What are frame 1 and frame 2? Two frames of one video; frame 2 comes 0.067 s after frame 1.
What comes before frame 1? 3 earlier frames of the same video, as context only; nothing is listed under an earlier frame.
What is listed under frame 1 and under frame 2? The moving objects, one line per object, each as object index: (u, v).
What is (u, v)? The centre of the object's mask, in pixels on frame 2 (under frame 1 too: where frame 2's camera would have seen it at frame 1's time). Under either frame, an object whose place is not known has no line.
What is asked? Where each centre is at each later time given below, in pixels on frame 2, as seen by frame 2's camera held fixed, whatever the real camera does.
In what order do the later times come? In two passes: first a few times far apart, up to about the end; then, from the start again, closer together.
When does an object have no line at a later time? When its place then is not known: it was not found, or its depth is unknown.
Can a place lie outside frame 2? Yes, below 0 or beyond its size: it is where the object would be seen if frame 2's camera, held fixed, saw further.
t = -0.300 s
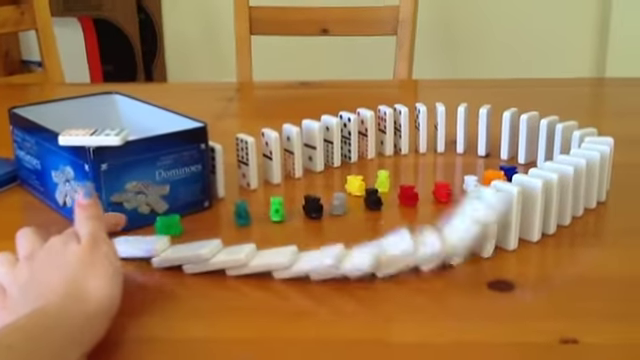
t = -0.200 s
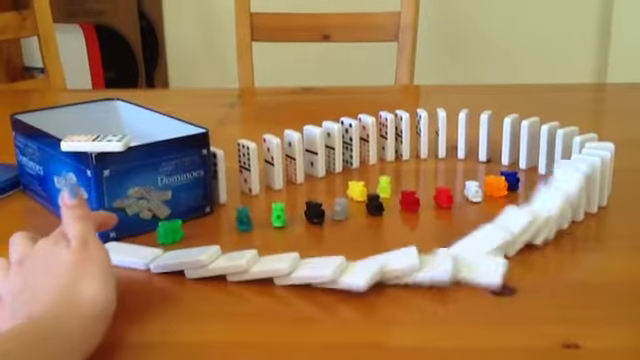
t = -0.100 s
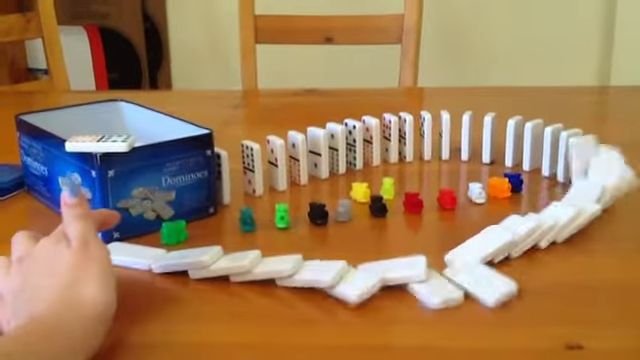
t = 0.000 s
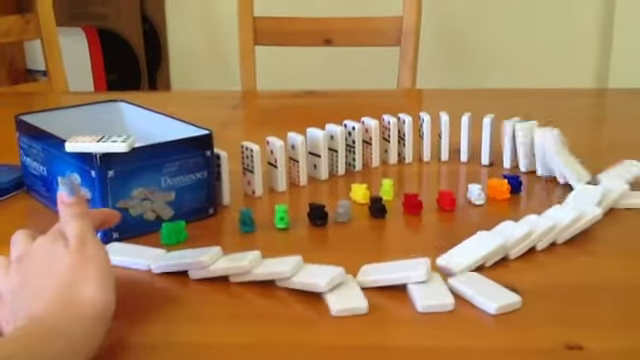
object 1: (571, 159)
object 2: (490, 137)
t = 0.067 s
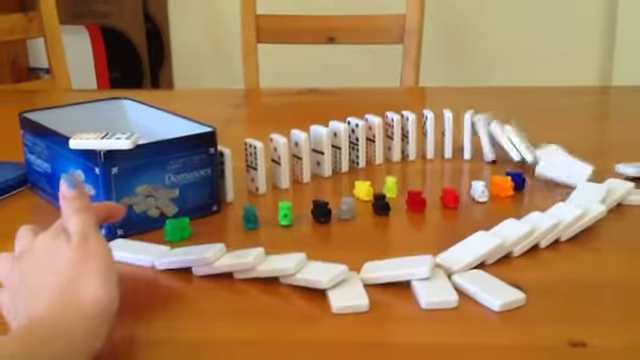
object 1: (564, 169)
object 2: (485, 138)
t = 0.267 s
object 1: (563, 172)
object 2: (475, 145)
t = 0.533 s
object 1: (564, 174)
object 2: (490, 145)
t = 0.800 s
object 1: (564, 174)
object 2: (493, 145)
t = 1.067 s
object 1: (563, 174)
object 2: (494, 145)
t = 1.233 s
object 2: (494, 145)
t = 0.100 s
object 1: (561, 173)
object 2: (478, 139)
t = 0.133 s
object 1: (563, 166)
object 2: (474, 141)
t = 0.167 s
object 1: (565, 169)
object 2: (473, 143)
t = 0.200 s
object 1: (565, 171)
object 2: (472, 144)
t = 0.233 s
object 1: (564, 171)
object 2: (475, 145)
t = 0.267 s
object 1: (563, 172)
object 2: (475, 145)
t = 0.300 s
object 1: (563, 172)
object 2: (474, 144)
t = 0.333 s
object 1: (563, 173)
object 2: (476, 144)
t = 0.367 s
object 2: (477, 144)
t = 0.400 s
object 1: (564, 173)
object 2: (479, 144)
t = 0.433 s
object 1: (564, 173)
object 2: (482, 144)
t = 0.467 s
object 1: (564, 173)
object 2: (485, 143)
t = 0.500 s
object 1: (564, 173)
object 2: (487, 144)
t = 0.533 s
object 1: (564, 174)
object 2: (490, 145)
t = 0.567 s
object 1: (564, 173)
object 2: (492, 145)
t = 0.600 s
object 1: (564, 174)
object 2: (493, 145)
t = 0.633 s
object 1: (564, 174)
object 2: (493, 145)
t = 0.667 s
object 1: (564, 174)
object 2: (493, 145)
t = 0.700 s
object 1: (564, 174)
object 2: (493, 145)
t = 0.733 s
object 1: (564, 174)
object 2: (493, 145)
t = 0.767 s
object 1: (564, 174)
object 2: (493, 145)
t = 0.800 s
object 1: (564, 174)
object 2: (493, 145)
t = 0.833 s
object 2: (494, 145)
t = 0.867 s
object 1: (564, 173)
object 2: (494, 145)
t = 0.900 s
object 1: (564, 174)
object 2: (493, 145)
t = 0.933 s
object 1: (563, 173)
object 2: (493, 145)
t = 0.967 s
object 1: (564, 173)
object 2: (494, 145)
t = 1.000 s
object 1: (564, 174)
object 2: (494, 145)
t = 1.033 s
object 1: (564, 174)
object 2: (494, 145)
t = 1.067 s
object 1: (563, 174)
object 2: (494, 145)
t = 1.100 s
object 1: (564, 173)
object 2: (494, 145)
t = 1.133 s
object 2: (494, 145)
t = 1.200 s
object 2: (493, 145)
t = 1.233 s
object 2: (494, 145)
